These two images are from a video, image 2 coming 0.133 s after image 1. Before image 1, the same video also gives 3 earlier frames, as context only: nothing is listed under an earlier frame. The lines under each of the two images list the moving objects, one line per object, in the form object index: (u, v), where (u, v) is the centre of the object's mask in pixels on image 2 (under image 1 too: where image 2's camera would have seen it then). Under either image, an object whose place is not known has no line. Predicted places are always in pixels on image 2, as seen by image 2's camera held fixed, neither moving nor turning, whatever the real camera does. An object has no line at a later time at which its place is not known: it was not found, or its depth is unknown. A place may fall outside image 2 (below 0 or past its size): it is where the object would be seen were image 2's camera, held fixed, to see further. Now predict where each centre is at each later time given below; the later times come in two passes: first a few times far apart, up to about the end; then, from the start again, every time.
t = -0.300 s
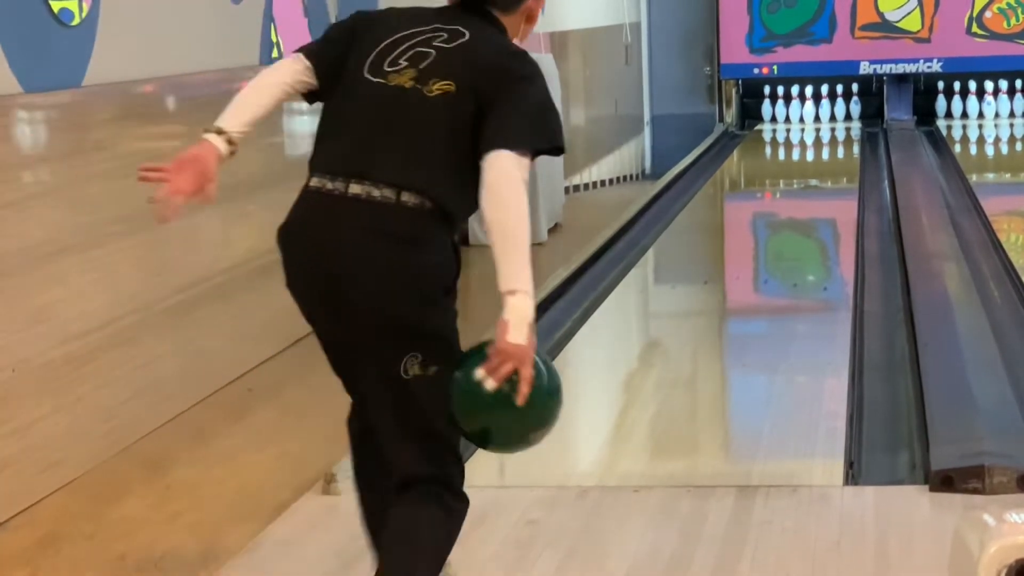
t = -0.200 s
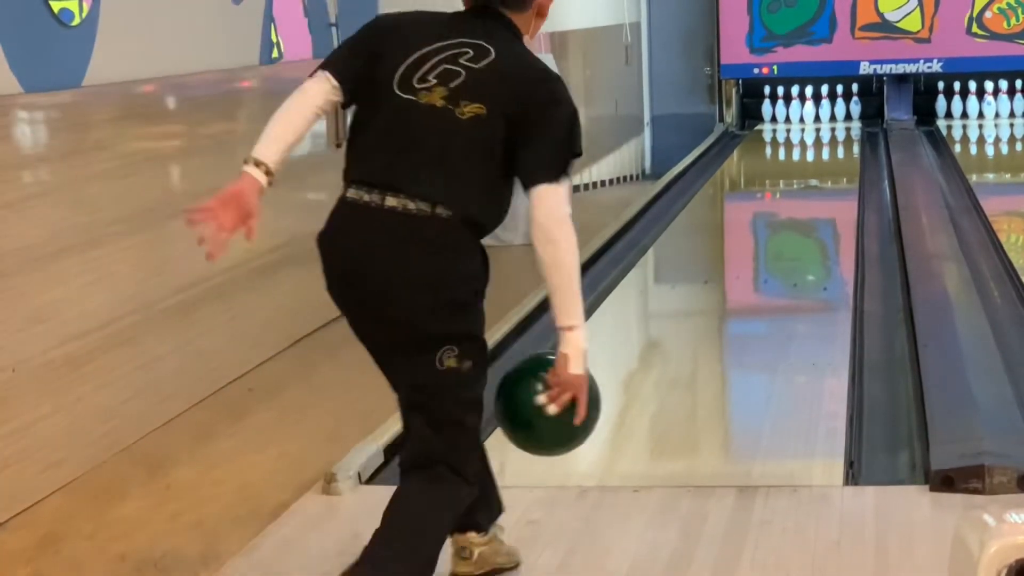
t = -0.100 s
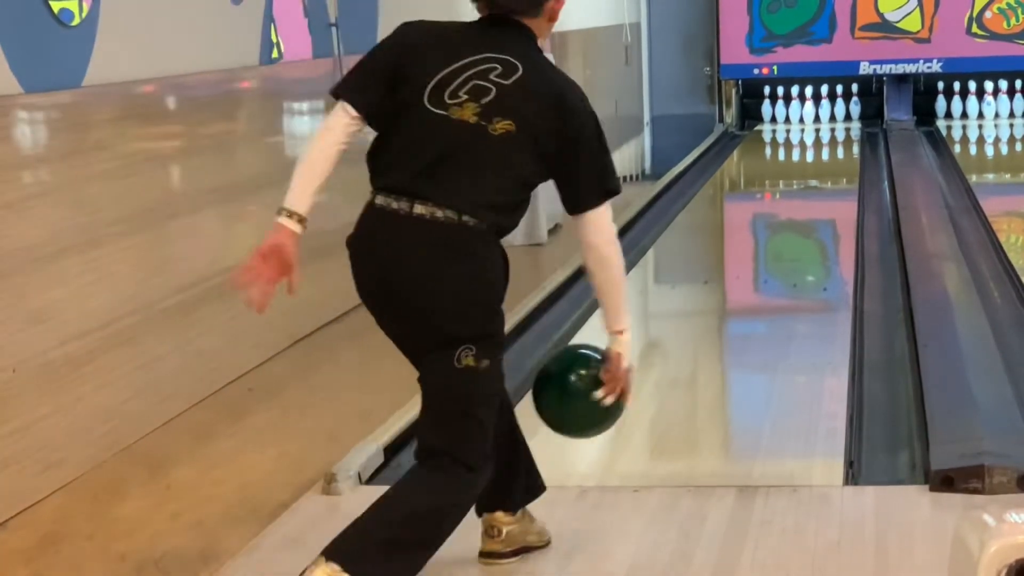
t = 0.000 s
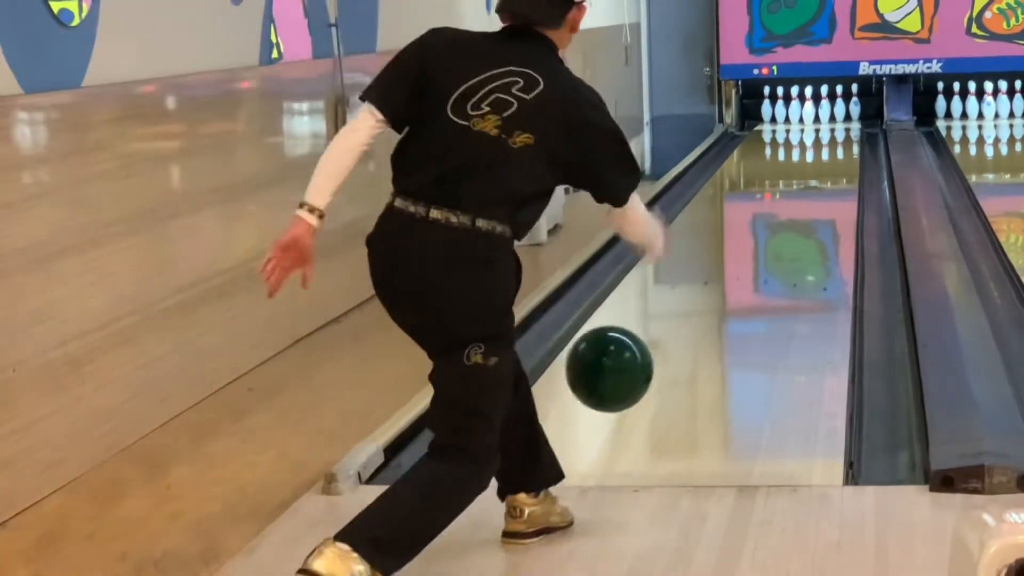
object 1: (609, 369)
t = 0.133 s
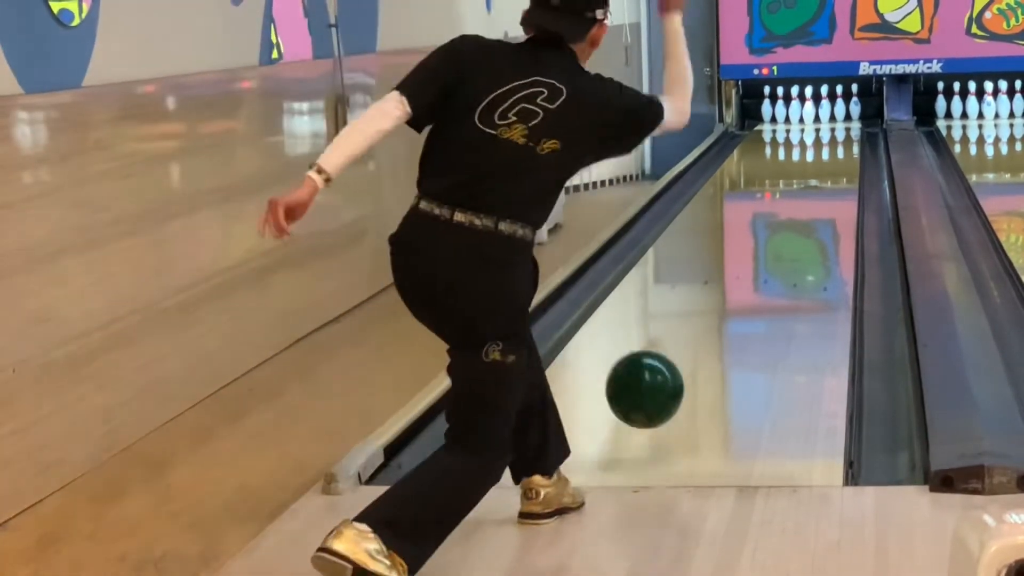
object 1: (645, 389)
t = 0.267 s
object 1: (671, 384)
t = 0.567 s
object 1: (714, 317)
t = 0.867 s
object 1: (743, 269)
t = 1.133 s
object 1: (761, 237)
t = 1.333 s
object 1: (772, 218)
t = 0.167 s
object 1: (652, 404)
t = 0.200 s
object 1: (660, 402)
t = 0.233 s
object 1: (666, 389)
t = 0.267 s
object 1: (671, 384)
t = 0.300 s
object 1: (678, 376)
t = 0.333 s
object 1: (683, 368)
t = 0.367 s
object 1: (688, 360)
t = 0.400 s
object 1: (693, 351)
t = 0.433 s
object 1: (698, 344)
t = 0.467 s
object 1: (702, 337)
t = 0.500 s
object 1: (706, 330)
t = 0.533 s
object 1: (711, 322)
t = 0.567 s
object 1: (714, 317)
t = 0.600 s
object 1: (718, 310)
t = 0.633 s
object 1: (722, 304)
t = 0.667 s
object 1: (725, 298)
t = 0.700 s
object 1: (729, 293)
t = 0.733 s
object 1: (732, 287)
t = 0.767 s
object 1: (735, 283)
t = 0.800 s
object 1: (738, 278)
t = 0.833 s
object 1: (741, 273)
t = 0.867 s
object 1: (743, 269)
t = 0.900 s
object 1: (746, 264)
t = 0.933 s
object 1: (748, 260)
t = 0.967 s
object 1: (750, 256)
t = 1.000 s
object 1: (753, 252)
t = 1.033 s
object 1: (755, 248)
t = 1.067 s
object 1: (757, 245)
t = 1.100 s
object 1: (759, 241)
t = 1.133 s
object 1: (761, 237)
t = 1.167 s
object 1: (763, 234)
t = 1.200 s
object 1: (765, 231)
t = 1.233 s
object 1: (767, 227)
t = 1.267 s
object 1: (768, 225)
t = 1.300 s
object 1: (770, 221)
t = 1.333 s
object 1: (772, 218)
